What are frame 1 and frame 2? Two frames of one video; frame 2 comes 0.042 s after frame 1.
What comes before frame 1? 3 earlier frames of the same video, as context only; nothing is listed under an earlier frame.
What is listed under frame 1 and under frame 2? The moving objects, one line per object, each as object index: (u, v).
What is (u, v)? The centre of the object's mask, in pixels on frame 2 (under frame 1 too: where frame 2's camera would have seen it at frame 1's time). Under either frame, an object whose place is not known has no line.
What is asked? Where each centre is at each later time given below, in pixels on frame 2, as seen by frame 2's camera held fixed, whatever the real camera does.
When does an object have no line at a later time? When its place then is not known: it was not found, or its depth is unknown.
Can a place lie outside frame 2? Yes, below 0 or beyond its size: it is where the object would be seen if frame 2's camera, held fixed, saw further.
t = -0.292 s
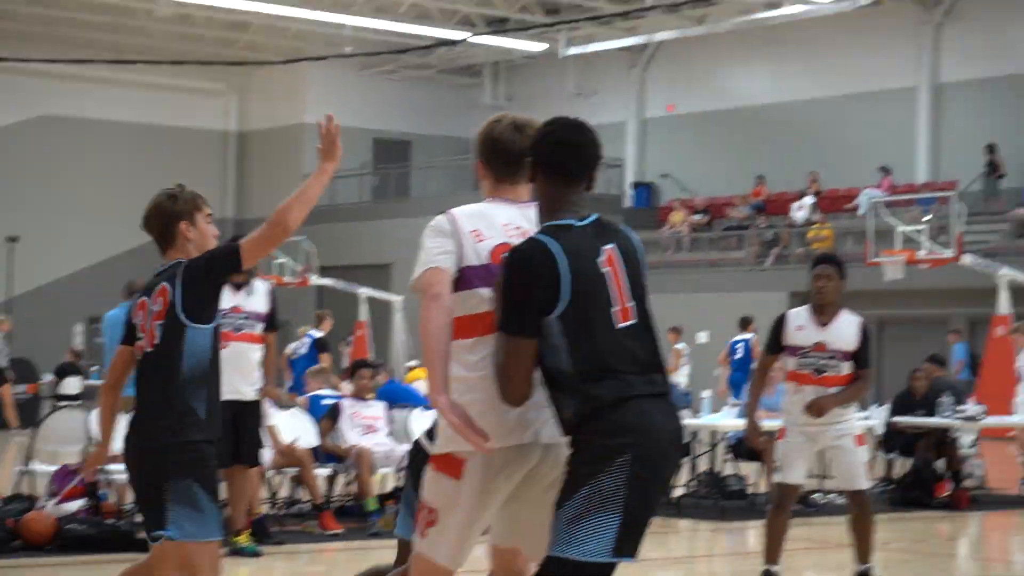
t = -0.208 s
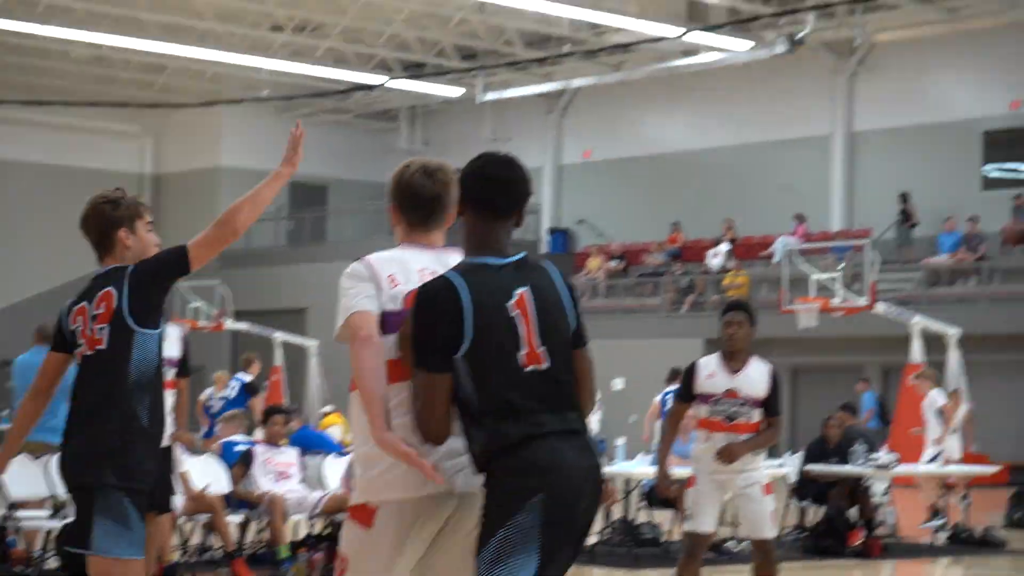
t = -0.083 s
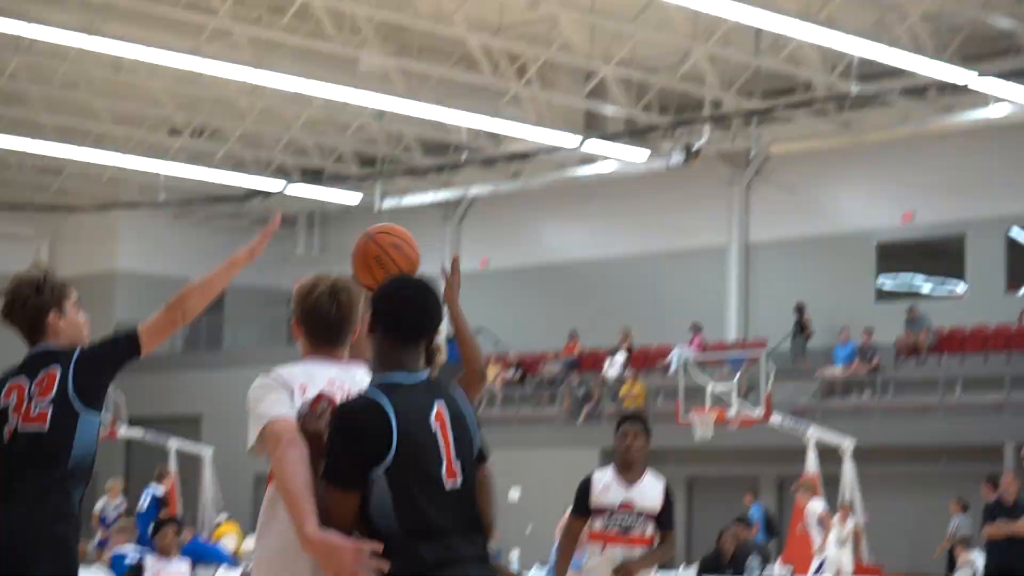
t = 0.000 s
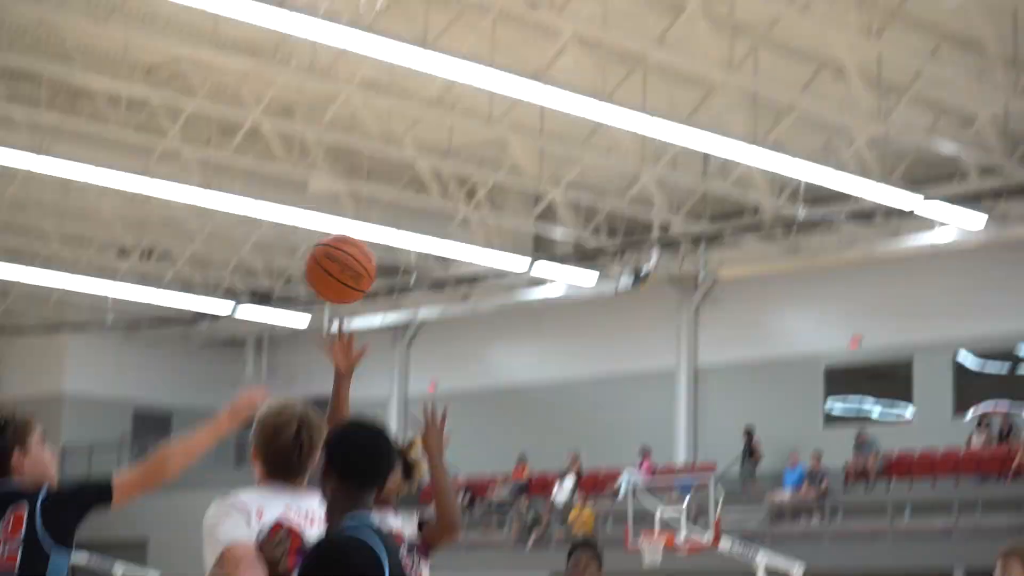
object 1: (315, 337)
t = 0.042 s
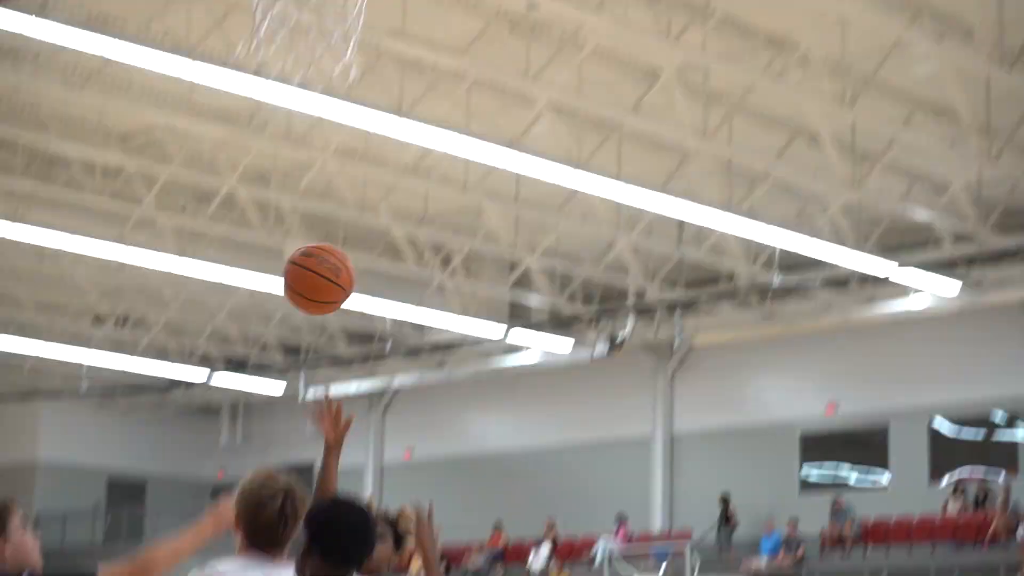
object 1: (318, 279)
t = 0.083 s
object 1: (321, 225)
